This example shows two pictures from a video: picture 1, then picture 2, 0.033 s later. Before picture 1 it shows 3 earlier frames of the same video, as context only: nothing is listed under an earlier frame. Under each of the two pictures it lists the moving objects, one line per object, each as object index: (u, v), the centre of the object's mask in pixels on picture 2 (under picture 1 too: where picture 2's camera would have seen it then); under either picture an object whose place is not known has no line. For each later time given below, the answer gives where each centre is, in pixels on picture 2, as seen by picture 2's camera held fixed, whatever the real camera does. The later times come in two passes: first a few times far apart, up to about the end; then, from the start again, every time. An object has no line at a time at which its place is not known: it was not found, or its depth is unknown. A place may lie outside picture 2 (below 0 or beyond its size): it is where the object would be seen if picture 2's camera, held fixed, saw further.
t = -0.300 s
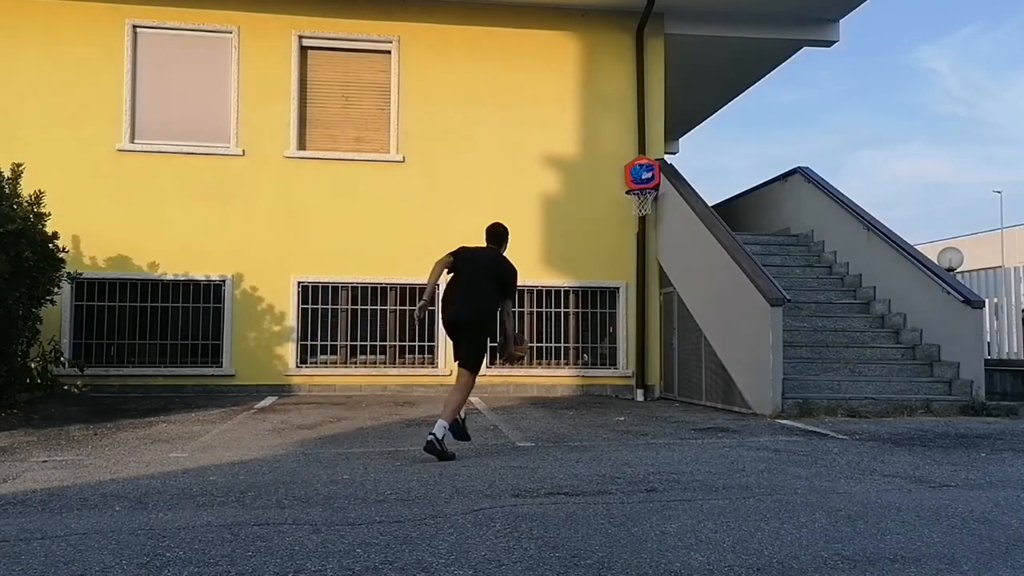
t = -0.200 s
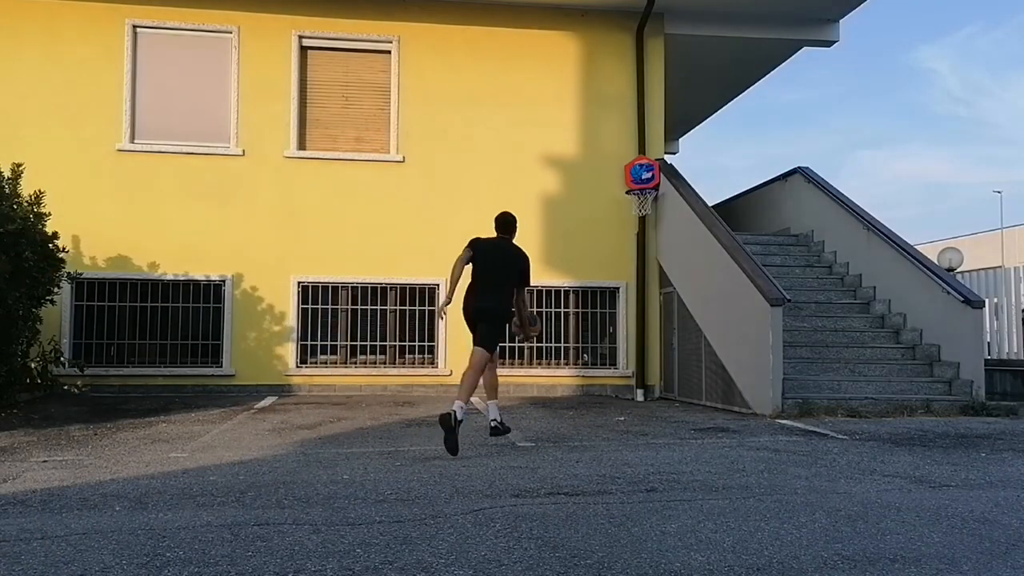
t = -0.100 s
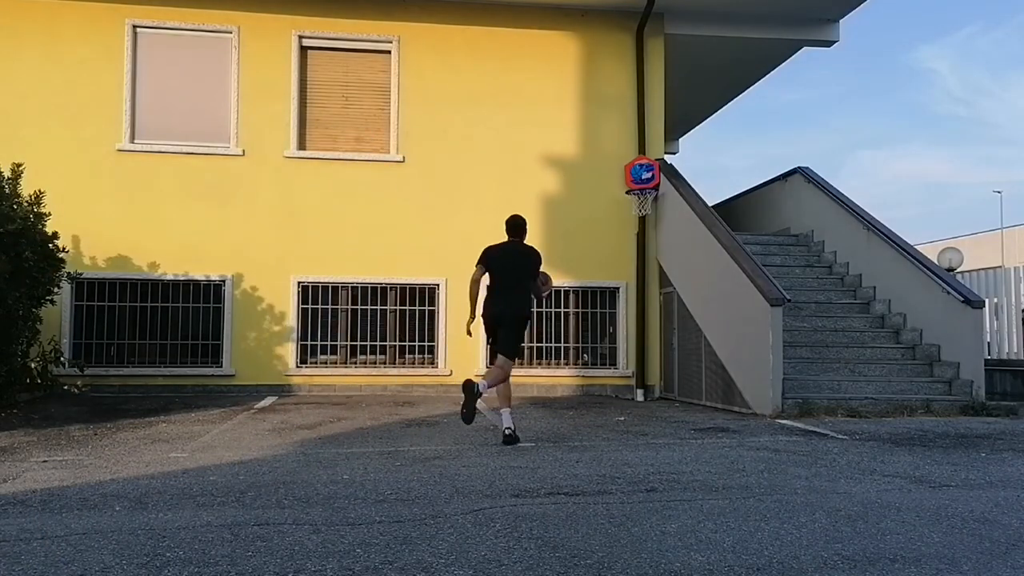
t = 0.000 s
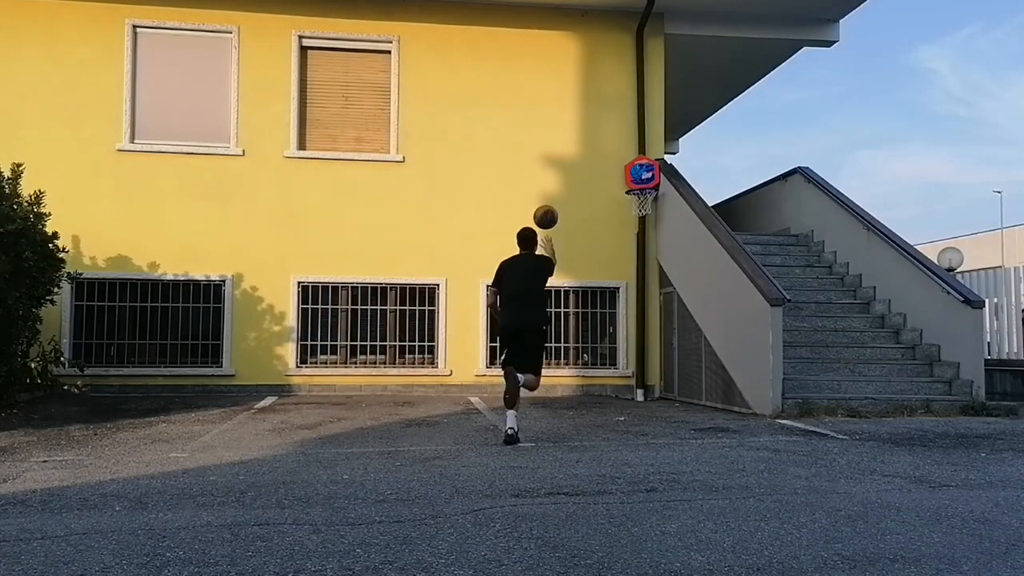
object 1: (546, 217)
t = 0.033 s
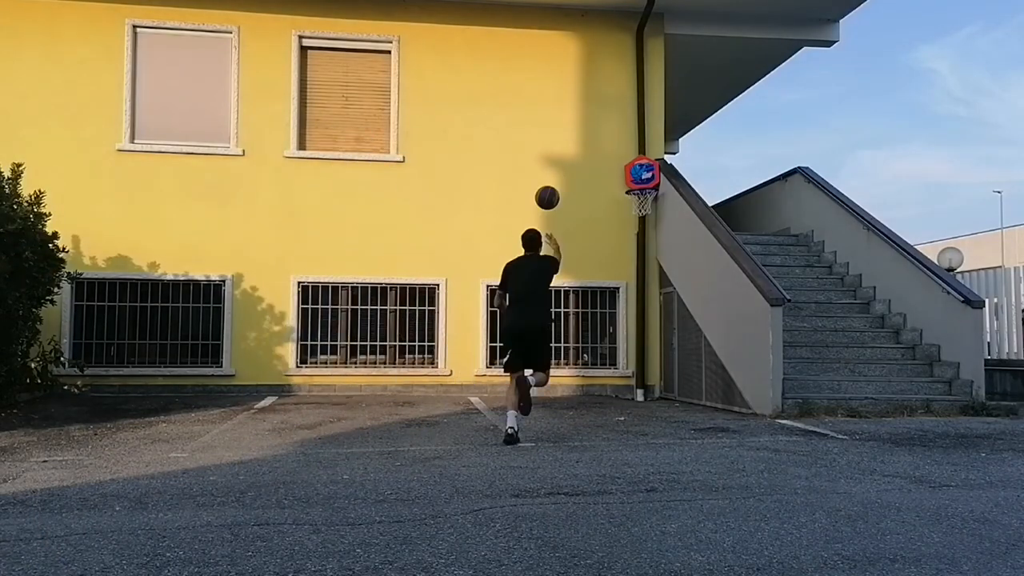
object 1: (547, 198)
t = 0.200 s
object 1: (554, 126)
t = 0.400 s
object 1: (562, 87)
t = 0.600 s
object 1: (569, 87)
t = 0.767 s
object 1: (573, 112)
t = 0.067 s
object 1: (548, 180)
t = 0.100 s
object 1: (550, 164)
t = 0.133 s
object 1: (551, 149)
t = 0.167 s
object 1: (553, 137)
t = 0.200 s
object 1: (554, 126)
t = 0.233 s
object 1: (556, 116)
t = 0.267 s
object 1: (557, 107)
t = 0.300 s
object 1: (558, 100)
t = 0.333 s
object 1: (560, 95)
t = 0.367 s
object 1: (561, 90)
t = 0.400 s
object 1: (562, 87)
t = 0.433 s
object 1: (563, 84)
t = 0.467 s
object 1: (564, 83)
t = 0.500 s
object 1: (565, 83)
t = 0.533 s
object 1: (566, 83)
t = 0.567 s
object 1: (567, 85)
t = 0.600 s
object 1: (569, 87)
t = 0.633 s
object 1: (569, 90)
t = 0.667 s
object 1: (571, 95)
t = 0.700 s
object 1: (572, 99)
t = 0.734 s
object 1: (572, 105)
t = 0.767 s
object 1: (573, 112)
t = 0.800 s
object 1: (575, 119)
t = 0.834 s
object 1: (575, 127)
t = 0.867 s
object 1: (576, 135)
